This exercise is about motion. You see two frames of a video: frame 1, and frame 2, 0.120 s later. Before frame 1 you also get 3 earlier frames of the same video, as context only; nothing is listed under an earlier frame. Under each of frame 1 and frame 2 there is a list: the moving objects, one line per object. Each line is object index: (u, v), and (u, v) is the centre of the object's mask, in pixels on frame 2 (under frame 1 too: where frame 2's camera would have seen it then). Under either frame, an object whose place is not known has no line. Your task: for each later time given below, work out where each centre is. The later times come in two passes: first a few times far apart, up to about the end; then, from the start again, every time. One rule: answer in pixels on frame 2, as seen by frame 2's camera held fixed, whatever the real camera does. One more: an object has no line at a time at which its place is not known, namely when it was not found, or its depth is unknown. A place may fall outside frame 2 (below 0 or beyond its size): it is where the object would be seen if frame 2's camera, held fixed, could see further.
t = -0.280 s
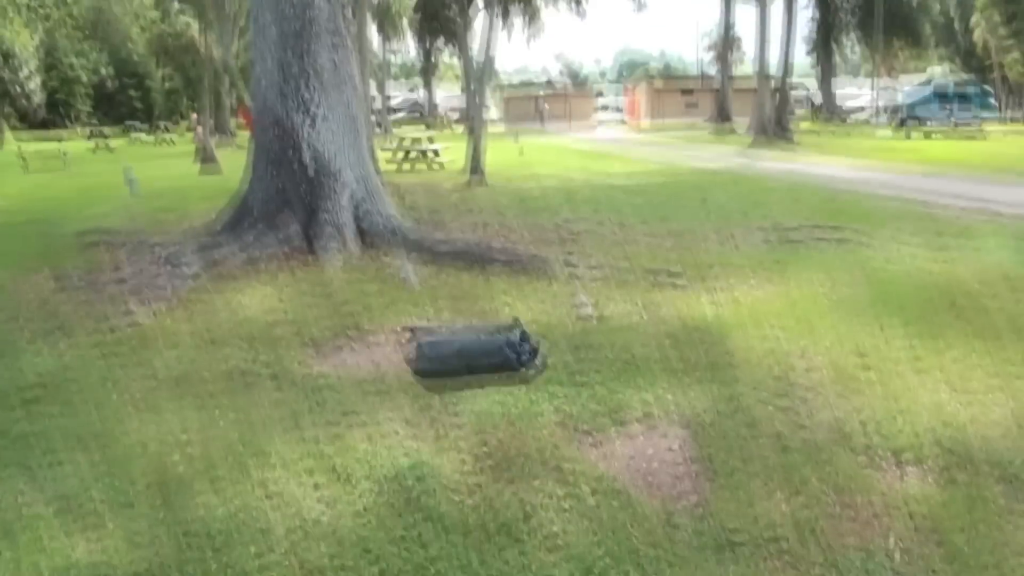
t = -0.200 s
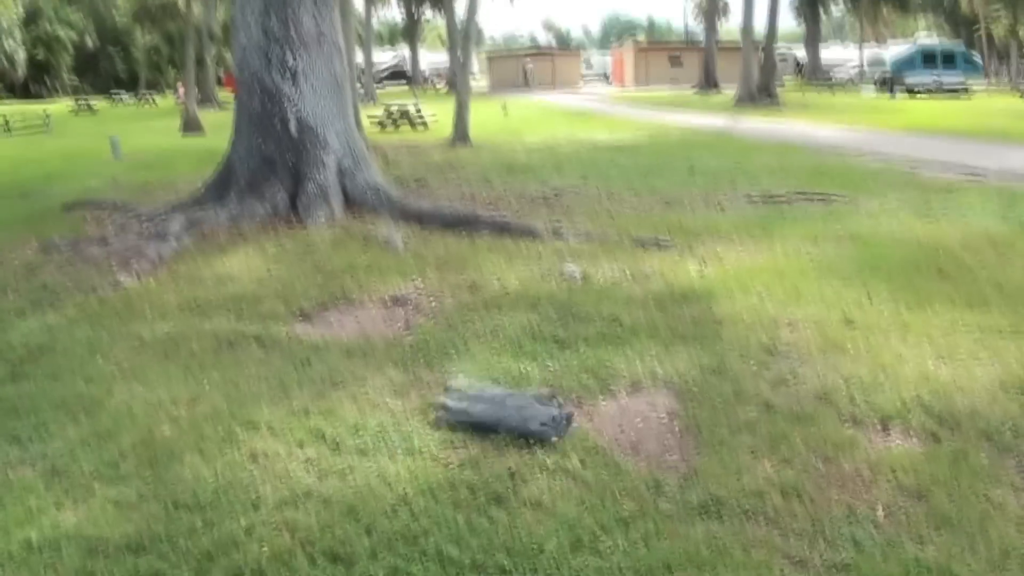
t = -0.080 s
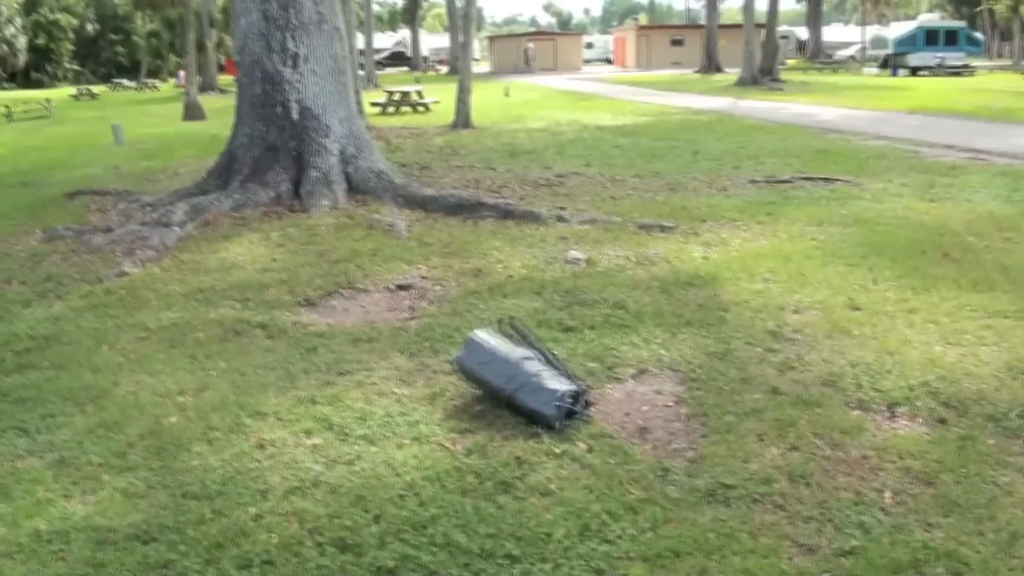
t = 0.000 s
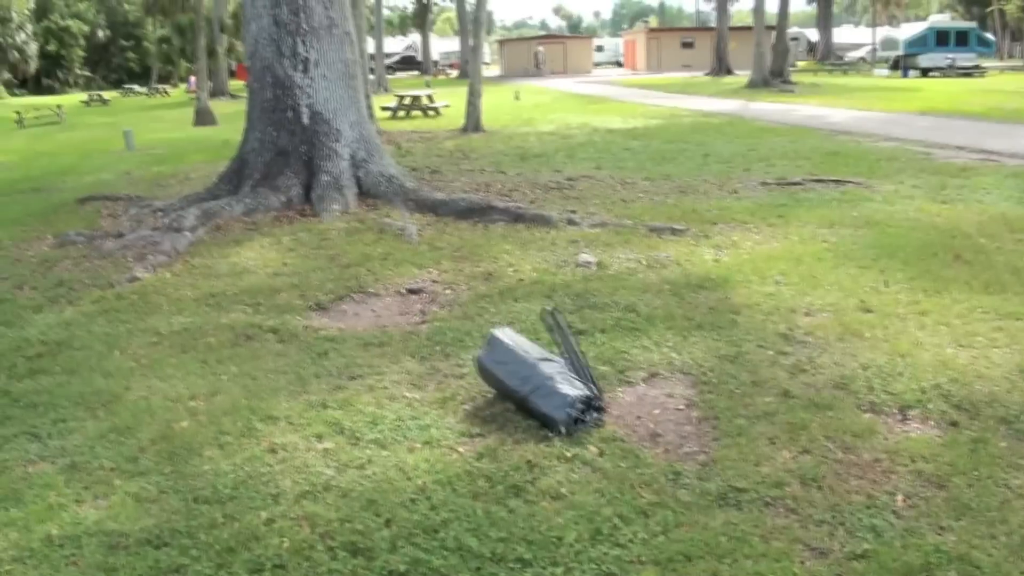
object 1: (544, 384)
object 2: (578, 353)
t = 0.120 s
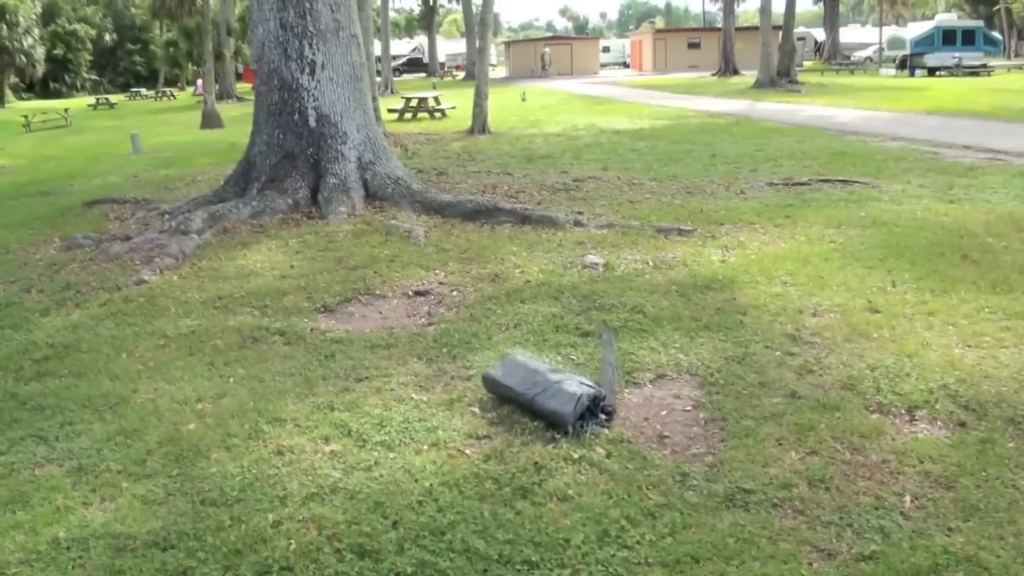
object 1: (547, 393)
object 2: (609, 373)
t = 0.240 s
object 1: (549, 394)
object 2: (635, 394)
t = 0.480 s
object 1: (547, 396)
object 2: (651, 399)
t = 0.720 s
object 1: (546, 395)
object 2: (657, 400)
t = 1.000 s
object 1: (545, 396)
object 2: (657, 400)
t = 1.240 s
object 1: (546, 396)
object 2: (657, 400)
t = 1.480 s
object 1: (545, 396)
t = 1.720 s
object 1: (544, 395)
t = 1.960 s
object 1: (544, 396)
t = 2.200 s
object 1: (544, 396)
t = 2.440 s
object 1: (544, 396)
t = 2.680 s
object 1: (544, 395)
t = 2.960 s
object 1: (546, 395)
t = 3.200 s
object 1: (545, 395)
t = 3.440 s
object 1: (545, 395)
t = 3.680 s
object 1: (545, 395)
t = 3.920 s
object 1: (544, 395)
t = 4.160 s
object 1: (544, 395)
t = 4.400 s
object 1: (544, 395)
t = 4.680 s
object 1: (544, 395)
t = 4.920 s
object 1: (544, 395)
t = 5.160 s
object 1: (544, 395)
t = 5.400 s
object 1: (543, 395)
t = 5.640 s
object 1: (543, 395)
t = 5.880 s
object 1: (544, 395)
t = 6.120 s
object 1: (544, 395)
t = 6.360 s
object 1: (544, 395)
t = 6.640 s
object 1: (544, 395)
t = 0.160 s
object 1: (546, 394)
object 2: (618, 378)
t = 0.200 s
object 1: (550, 395)
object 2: (629, 387)
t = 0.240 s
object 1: (549, 394)
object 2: (635, 394)
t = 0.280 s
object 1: (549, 394)
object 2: (637, 395)
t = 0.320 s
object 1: (548, 394)
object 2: (639, 398)
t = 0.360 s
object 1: (548, 395)
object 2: (642, 399)
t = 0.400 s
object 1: (547, 396)
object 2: (645, 399)
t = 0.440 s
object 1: (547, 396)
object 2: (648, 400)
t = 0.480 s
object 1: (547, 396)
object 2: (651, 399)
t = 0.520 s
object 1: (546, 396)
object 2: (654, 400)
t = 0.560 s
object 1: (546, 395)
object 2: (656, 399)
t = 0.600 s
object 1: (546, 395)
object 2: (657, 400)
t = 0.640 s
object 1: (546, 395)
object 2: (657, 400)
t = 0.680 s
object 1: (546, 396)
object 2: (657, 400)
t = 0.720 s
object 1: (546, 395)
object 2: (657, 400)
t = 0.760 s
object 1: (546, 396)
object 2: (657, 400)
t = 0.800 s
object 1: (546, 396)
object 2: (657, 400)
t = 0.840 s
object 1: (546, 396)
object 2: (657, 399)
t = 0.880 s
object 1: (546, 396)
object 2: (657, 400)
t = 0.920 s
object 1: (546, 396)
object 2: (657, 400)
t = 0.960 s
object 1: (545, 396)
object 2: (657, 400)
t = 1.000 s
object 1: (545, 396)
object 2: (657, 400)
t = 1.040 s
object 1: (546, 395)
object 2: (657, 400)
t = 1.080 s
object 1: (546, 396)
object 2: (657, 400)
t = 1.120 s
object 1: (546, 395)
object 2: (657, 400)
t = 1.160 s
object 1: (546, 396)
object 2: (657, 400)
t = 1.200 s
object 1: (546, 396)
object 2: (657, 400)
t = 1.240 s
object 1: (546, 396)
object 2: (657, 400)
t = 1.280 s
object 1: (545, 396)
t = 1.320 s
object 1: (545, 396)
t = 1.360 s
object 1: (545, 396)
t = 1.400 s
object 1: (545, 396)
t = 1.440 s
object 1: (545, 396)
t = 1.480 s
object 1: (545, 396)
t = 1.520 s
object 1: (545, 396)
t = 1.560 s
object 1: (545, 396)
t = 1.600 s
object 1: (545, 396)
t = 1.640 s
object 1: (544, 396)
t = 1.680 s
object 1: (544, 396)
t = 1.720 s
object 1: (544, 395)
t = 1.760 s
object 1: (544, 396)
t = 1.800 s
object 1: (544, 395)
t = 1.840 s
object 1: (544, 395)
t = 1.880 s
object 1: (544, 396)
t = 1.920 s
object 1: (544, 396)
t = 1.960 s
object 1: (544, 396)
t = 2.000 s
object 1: (544, 396)
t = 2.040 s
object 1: (544, 396)
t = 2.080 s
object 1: (544, 396)
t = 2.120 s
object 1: (544, 396)
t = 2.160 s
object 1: (544, 396)
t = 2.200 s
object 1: (544, 396)
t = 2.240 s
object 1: (544, 396)
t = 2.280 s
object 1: (544, 396)
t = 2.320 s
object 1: (544, 396)
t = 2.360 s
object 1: (544, 396)
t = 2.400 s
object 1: (544, 395)
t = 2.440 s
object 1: (544, 396)
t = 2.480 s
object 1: (544, 396)
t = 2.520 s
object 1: (544, 396)
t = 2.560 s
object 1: (544, 396)
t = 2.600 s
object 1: (545, 396)
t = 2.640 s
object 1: (545, 396)
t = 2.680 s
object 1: (544, 395)
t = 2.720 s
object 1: (545, 395)
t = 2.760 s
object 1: (545, 395)
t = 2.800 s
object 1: (545, 395)
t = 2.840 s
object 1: (546, 395)
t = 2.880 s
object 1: (546, 394)
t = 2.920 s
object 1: (546, 394)
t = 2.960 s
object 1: (546, 395)
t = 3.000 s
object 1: (546, 395)
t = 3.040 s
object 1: (545, 395)
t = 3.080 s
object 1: (545, 394)
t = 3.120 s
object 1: (545, 395)
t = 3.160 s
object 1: (545, 395)
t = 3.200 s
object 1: (545, 395)
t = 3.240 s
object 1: (545, 395)
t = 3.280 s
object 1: (545, 395)
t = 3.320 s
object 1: (545, 394)
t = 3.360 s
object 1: (546, 394)
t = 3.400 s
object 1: (545, 395)
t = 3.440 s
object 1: (545, 395)
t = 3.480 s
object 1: (545, 395)
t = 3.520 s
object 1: (545, 395)
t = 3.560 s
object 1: (545, 395)
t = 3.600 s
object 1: (545, 395)
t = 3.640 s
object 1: (545, 395)
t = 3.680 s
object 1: (545, 395)
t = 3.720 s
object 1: (544, 395)
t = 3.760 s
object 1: (544, 395)
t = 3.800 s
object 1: (544, 395)
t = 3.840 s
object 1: (544, 395)
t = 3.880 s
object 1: (544, 395)
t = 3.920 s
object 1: (544, 395)
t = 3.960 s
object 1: (544, 395)
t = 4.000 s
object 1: (544, 395)
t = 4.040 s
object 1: (544, 395)
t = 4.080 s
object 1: (544, 395)
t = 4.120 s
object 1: (544, 395)
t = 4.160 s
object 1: (544, 395)
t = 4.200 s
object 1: (544, 395)
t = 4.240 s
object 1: (544, 395)
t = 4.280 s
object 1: (544, 395)
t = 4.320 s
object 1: (544, 395)
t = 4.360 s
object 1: (544, 395)
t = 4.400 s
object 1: (544, 395)
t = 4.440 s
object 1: (544, 395)
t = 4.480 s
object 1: (544, 395)
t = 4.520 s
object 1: (544, 395)
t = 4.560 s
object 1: (544, 395)
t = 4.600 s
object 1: (544, 395)
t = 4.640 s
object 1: (544, 395)
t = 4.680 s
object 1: (544, 395)
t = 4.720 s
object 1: (544, 395)
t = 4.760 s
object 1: (544, 394)
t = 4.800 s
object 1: (544, 395)
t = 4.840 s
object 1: (544, 395)
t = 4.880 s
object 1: (543, 395)
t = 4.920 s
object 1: (544, 395)
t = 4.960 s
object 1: (544, 395)
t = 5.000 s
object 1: (544, 395)
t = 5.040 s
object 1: (544, 395)
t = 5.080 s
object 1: (544, 395)
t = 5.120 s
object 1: (544, 395)
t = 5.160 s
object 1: (544, 395)
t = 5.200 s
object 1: (543, 395)
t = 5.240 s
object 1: (543, 395)
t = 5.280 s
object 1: (543, 395)
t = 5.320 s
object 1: (543, 395)
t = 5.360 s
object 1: (543, 395)
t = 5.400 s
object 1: (543, 395)
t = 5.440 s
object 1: (543, 395)
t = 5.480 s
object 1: (543, 395)
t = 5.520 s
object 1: (543, 395)
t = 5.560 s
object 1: (543, 395)
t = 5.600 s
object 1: (543, 395)
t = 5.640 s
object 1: (543, 395)
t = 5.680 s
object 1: (543, 395)
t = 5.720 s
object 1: (543, 395)
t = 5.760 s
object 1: (543, 395)
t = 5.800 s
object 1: (544, 395)
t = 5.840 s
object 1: (544, 395)
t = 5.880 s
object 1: (544, 395)
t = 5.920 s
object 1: (544, 395)
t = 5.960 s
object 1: (544, 395)
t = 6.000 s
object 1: (544, 395)
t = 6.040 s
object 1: (544, 395)
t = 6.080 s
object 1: (544, 395)
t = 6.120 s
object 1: (544, 395)
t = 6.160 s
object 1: (544, 395)
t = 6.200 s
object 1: (544, 395)
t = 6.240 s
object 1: (544, 395)
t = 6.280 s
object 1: (544, 395)
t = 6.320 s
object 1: (544, 395)
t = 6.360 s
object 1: (544, 395)
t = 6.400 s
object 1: (544, 395)
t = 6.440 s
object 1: (544, 395)
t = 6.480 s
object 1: (545, 396)
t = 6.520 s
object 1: (545, 396)
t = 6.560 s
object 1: (545, 396)
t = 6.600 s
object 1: (544, 395)
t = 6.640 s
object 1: (544, 395)
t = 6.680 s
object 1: (544, 395)
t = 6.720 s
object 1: (544, 395)
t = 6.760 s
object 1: (544, 395)
